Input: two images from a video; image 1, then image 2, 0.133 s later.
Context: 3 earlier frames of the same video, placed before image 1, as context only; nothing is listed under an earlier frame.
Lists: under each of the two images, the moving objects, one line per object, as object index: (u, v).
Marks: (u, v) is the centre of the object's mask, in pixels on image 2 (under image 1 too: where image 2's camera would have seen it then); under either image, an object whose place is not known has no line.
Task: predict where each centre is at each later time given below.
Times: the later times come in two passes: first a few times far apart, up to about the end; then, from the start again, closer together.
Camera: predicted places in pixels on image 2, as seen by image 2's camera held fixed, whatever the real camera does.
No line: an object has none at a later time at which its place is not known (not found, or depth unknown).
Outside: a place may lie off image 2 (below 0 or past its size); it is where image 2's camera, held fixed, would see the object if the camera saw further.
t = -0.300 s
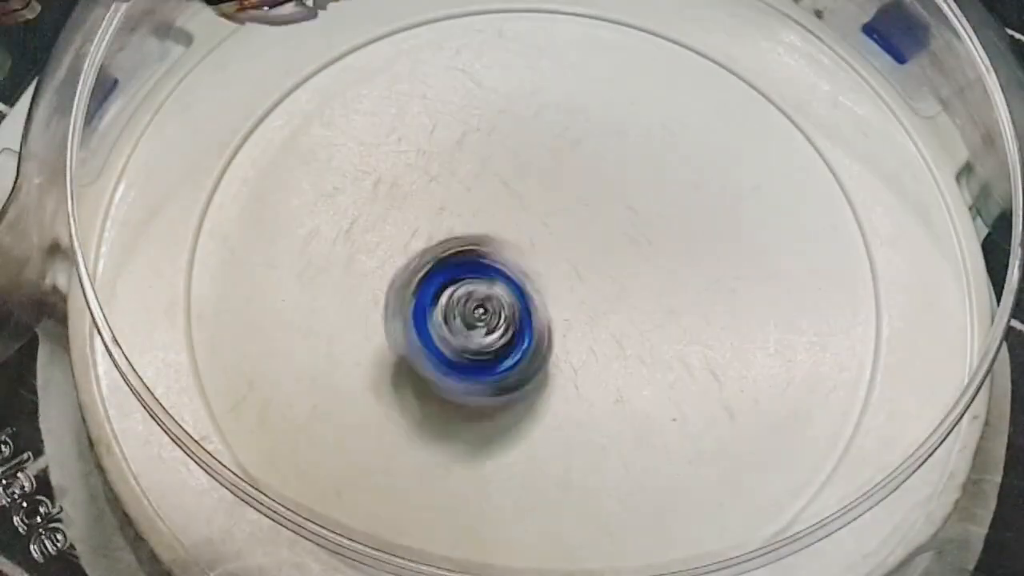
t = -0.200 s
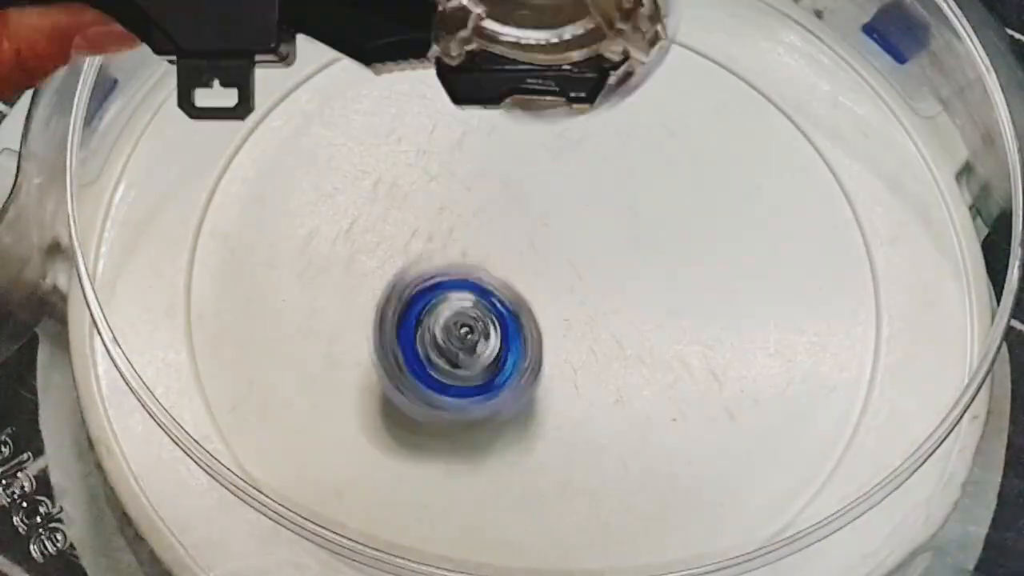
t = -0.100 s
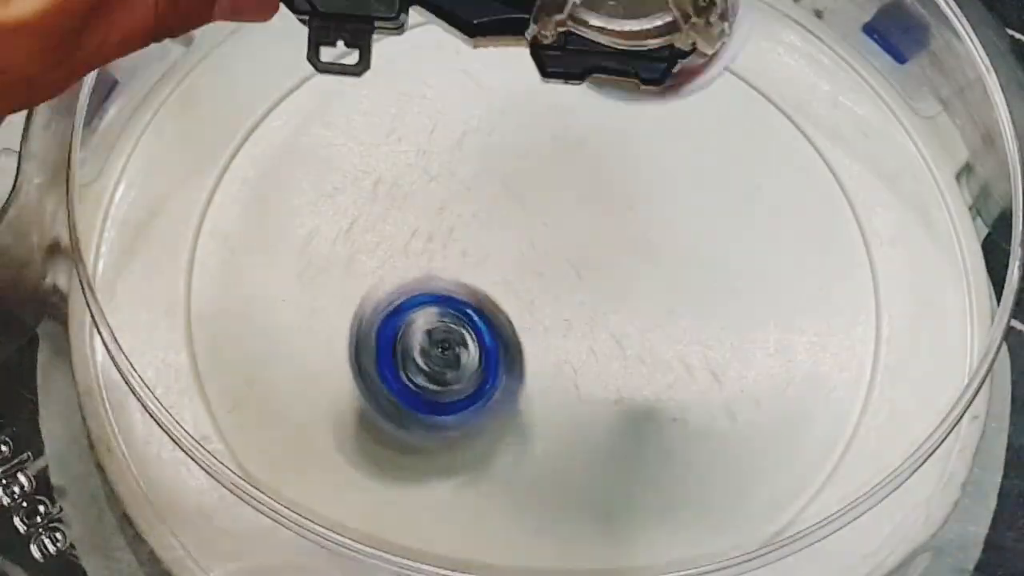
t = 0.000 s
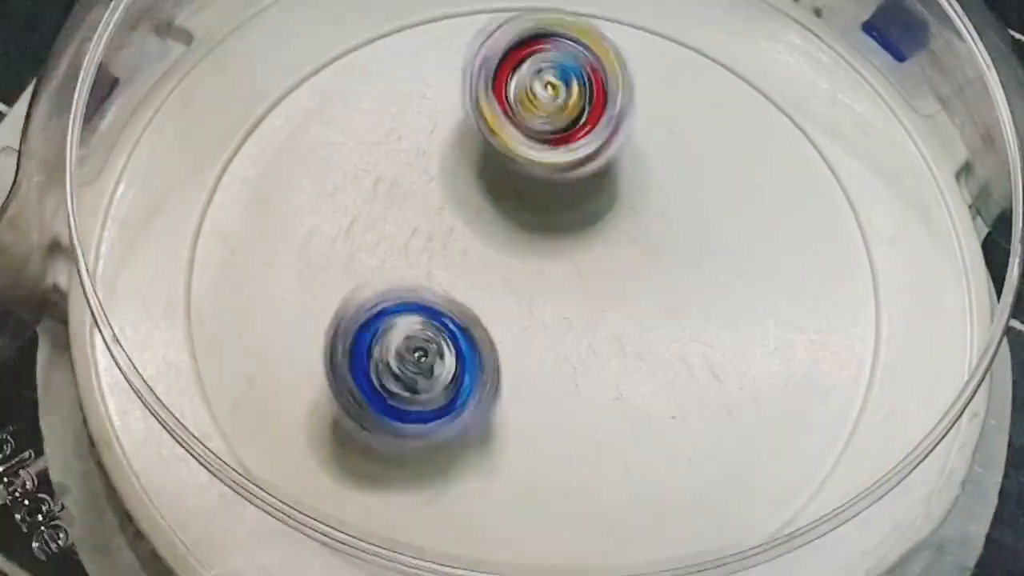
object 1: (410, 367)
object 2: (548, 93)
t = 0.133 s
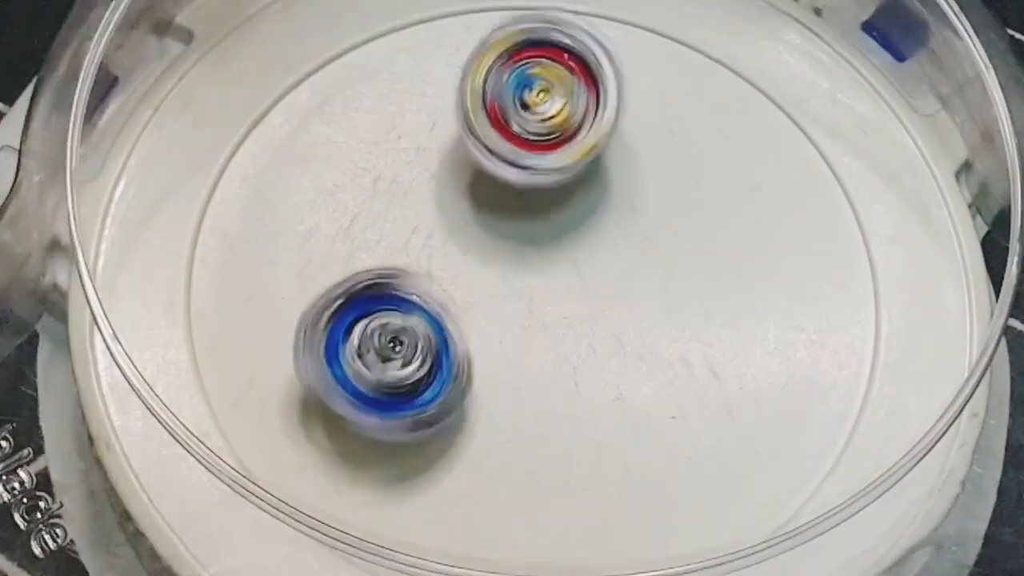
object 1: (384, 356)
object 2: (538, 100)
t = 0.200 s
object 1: (379, 347)
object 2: (541, 146)
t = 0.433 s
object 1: (345, 327)
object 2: (600, 342)
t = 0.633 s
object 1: (287, 346)
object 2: (663, 389)
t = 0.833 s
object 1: (273, 275)
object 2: (631, 307)
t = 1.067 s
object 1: (404, 260)
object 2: (731, 182)
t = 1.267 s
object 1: (436, 409)
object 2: (786, 161)
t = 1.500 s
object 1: (354, 461)
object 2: (562, 243)
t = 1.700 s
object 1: (222, 287)
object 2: (430, 328)
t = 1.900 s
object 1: (274, 159)
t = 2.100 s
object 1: (285, 156)
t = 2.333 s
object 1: (298, 150)
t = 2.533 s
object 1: (307, 143)
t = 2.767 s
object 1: (313, 141)
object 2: (494, 369)
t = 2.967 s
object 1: (322, 137)
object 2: (500, 372)
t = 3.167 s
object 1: (336, 135)
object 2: (502, 368)
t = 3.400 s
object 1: (350, 129)
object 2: (508, 370)
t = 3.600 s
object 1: (358, 123)
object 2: (514, 372)
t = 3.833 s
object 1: (369, 124)
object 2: (521, 370)
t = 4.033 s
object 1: (381, 124)
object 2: (522, 371)
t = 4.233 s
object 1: (395, 121)
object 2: (528, 372)
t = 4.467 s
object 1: (407, 116)
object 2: (537, 370)
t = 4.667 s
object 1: (415, 114)
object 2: (537, 370)
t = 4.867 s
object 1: (427, 115)
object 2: (542, 372)
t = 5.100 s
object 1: (442, 117)
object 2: (552, 371)
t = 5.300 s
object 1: (458, 115)
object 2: (553, 368)
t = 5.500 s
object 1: (469, 113)
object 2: (558, 370)
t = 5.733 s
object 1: (477, 113)
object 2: (566, 370)
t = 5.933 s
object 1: (492, 116)
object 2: (569, 364)
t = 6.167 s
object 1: (509, 117)
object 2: (575, 366)
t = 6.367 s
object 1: (522, 116)
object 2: (581, 368)
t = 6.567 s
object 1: (533, 116)
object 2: (586, 363)
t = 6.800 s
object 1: (542, 117)
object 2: (592, 364)
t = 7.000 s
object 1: (557, 120)
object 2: (596, 364)
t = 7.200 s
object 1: (570, 124)
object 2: (603, 357)
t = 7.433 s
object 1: (587, 124)
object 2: (605, 361)
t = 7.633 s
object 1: (596, 125)
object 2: (613, 360)
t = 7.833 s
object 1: (605, 127)
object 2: (621, 354)
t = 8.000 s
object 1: (616, 130)
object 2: (623, 355)
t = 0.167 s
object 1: (383, 350)
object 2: (538, 130)
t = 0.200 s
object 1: (379, 347)
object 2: (541, 146)
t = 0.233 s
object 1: (379, 345)
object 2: (543, 182)
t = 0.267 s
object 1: (372, 337)
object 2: (546, 209)
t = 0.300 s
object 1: (371, 331)
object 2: (551, 236)
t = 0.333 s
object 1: (374, 324)
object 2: (556, 268)
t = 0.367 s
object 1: (370, 327)
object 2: (567, 296)
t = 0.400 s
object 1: (358, 329)
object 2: (581, 322)
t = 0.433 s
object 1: (345, 327)
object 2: (600, 342)
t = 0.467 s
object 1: (339, 331)
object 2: (617, 357)
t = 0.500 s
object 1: (331, 339)
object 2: (631, 380)
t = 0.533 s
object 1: (315, 341)
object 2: (642, 386)
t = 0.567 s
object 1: (309, 345)
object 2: (649, 392)
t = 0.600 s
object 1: (302, 349)
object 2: (657, 393)
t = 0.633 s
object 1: (287, 346)
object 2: (663, 389)
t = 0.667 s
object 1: (282, 345)
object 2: (664, 382)
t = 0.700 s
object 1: (271, 340)
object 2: (662, 374)
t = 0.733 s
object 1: (262, 325)
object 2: (657, 363)
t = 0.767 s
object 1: (256, 317)
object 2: (649, 346)
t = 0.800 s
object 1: (256, 291)
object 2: (641, 328)
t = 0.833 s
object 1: (273, 275)
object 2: (631, 307)
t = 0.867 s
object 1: (297, 253)
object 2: (620, 284)
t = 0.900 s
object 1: (335, 250)
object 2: (610, 263)
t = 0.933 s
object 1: (378, 243)
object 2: (600, 244)
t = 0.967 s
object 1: (420, 251)
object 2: (596, 226)
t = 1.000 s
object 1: (406, 243)
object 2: (646, 209)
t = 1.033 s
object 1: (405, 253)
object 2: (689, 192)
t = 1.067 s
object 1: (404, 260)
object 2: (731, 182)
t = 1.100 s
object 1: (415, 277)
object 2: (771, 170)
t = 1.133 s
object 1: (419, 300)
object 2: (807, 160)
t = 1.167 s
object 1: (431, 327)
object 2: (835, 149)
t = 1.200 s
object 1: (434, 357)
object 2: (826, 146)
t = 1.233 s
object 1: (442, 384)
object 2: (808, 155)
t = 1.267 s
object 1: (436, 409)
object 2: (786, 161)
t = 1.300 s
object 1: (436, 438)
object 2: (763, 169)
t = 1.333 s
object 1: (426, 456)
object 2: (732, 173)
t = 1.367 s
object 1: (420, 470)
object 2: (697, 188)
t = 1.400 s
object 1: (407, 473)
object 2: (665, 199)
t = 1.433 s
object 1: (387, 474)
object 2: (634, 208)
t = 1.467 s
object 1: (373, 471)
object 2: (597, 227)
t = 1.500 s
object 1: (354, 461)
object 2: (562, 243)
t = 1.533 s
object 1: (330, 449)
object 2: (529, 254)
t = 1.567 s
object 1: (308, 431)
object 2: (496, 275)
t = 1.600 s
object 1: (286, 408)
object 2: (468, 293)
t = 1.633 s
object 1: (267, 370)
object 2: (439, 307)
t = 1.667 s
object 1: (248, 324)
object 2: (425, 322)
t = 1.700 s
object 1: (222, 287)
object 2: (430, 328)
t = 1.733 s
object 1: (215, 249)
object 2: (435, 346)
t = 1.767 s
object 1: (228, 213)
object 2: (452, 353)
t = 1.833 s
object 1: (278, 159)
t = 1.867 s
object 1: (274, 156)
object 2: (477, 360)
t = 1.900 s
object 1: (274, 159)
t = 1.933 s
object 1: (277, 161)
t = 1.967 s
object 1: (280, 160)
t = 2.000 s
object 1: (283, 157)
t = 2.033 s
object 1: (283, 154)
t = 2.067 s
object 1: (282, 154)
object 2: (482, 364)
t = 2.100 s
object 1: (285, 156)
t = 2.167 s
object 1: (290, 151)
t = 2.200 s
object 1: (290, 148)
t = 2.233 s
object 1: (288, 150)
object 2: (483, 362)
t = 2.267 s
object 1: (290, 152)
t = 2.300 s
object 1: (295, 152)
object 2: (488, 360)
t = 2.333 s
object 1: (298, 150)
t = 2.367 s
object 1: (298, 147)
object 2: (488, 366)
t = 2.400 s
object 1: (297, 146)
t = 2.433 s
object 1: (298, 148)
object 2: (487, 366)
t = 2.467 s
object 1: (303, 149)
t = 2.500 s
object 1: (306, 146)
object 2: (489, 366)
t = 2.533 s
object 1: (307, 143)
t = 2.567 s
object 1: (303, 141)
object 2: (490, 364)
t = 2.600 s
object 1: (304, 143)
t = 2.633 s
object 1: (308, 145)
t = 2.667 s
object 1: (311, 144)
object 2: (494, 369)
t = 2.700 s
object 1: (314, 142)
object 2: (493, 371)
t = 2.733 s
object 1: (313, 138)
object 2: (493, 370)
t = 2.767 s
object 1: (313, 141)
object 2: (494, 369)
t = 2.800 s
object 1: (317, 142)
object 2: (494, 370)
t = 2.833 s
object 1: (321, 140)
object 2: (493, 370)
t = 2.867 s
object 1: (323, 137)
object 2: (496, 369)
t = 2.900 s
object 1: (323, 134)
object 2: (498, 369)
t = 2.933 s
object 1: (320, 136)
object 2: (500, 371)
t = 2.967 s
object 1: (322, 137)
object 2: (500, 372)
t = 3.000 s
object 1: (327, 138)
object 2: (499, 372)
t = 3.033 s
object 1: (330, 135)
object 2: (499, 372)
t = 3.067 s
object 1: (331, 133)
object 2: (501, 369)
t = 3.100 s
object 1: (330, 133)
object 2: (501, 370)
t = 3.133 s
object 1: (332, 135)
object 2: (501, 370)
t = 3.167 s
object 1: (336, 135)
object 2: (502, 368)
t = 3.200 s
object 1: (340, 133)
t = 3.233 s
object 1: (341, 129)
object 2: (508, 369)
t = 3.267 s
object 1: (338, 128)
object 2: (508, 371)
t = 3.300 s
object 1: (338, 131)
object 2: (507, 371)
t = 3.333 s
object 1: (342, 132)
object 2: (507, 371)
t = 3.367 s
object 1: (348, 132)
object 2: (508, 369)
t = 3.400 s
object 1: (350, 129)
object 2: (508, 370)
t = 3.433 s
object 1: (349, 127)
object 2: (508, 369)
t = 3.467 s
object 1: (349, 129)
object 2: (509, 367)
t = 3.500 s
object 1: (353, 130)
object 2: (512, 367)
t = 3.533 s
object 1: (358, 129)
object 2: (514, 369)
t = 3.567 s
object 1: (359, 126)
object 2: (515, 371)
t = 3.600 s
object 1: (358, 123)
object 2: (514, 372)
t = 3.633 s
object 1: (357, 125)
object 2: (514, 371)
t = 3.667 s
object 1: (359, 127)
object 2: (514, 370)
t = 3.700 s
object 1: (364, 128)
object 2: (515, 370)
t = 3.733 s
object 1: (367, 125)
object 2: (515, 370)
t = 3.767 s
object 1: (368, 122)
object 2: (515, 370)
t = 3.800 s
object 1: (367, 123)
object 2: (518, 367)
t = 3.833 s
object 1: (369, 124)
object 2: (521, 370)
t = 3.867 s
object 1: (374, 126)
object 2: (521, 372)
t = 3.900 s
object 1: (377, 123)
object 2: (521, 373)
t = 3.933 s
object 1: (379, 120)
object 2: (520, 373)
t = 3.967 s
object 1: (375, 119)
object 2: (521, 371)
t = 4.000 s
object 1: (376, 122)
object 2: (522, 371)
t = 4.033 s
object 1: (381, 124)
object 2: (522, 371)
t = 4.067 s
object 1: (385, 123)
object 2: (523, 370)
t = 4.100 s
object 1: (388, 120)
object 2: (524, 369)
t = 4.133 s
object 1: (386, 118)
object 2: (528, 369)
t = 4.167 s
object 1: (386, 120)
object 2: (529, 372)
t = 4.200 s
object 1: (391, 122)
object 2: (528, 372)
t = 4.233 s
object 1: (395, 121)
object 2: (528, 372)
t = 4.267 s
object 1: (397, 118)
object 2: (528, 371)
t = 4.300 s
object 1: (396, 115)
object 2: (530, 370)
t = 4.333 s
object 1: (395, 117)
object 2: (530, 371)
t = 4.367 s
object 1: (397, 120)
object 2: (529, 370)
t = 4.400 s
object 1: (402, 121)
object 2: (531, 368)
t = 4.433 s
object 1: (406, 118)
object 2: (534, 367)
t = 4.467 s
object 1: (407, 116)
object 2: (537, 370)
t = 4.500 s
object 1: (406, 116)
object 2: (536, 372)
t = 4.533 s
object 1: (408, 118)
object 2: (535, 372)
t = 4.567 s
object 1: (413, 119)
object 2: (536, 371)
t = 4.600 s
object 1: (417, 117)
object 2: (536, 371)
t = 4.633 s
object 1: (418, 114)
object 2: (537, 370)
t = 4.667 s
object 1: (415, 114)
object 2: (537, 370)
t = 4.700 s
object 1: (416, 116)
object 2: (538, 369)
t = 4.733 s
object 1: (419, 118)
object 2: (541, 368)
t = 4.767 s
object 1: (424, 118)
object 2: (544, 370)
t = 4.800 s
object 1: (427, 115)
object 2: (543, 372)
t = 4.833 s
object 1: (426, 113)
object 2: (543, 372)
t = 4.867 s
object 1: (427, 115)
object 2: (542, 372)
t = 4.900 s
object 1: (430, 117)
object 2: (543, 370)
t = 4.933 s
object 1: (435, 117)
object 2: (544, 370)
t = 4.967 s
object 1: (437, 114)
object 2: (544, 369)
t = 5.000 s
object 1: (437, 112)
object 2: (545, 369)
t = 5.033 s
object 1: (435, 114)
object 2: (547, 367)
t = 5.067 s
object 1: (438, 115)
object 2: (551, 369)
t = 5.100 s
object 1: (442, 117)
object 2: (552, 371)
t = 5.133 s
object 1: (446, 115)
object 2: (551, 371)
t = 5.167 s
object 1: (448, 112)
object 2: (550, 371)
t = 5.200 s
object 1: (447, 113)
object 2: (551, 369)
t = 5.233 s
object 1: (449, 116)
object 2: (552, 369)
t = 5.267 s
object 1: (454, 116)
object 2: (553, 369)
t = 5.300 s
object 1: (458, 115)
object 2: (553, 368)
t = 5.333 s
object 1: (459, 111)
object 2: (556, 367)
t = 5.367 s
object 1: (457, 112)
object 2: (558, 368)
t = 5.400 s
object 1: (457, 114)
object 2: (559, 370)
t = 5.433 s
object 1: (460, 115)
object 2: (558, 370)
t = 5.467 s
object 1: (466, 116)
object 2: (557, 371)
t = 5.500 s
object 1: (469, 113)
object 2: (558, 370)
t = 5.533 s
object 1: (468, 113)
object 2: (559, 369)
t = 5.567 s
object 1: (469, 115)
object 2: (560, 369)
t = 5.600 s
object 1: (472, 116)
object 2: (560, 368)
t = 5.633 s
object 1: (477, 116)
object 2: (562, 367)
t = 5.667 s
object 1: (479, 113)
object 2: (565, 367)
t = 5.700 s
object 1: (479, 111)
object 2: (565, 369)
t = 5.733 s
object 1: (477, 113)
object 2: (566, 370)
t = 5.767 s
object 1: (480, 114)
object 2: (565, 370)
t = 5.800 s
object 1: (484, 116)
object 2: (566, 367)
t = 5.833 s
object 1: (488, 115)
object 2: (567, 367)
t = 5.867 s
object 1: (490, 113)
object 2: (568, 367)
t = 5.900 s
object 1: (489, 113)
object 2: (567, 367)
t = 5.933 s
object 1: (492, 116)
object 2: (569, 364)
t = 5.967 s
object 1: (496, 116)
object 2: (572, 363)
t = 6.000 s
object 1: (500, 116)
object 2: (574, 366)
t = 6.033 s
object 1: (501, 113)
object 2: (575, 368)
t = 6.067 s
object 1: (499, 111)
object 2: (574, 368)
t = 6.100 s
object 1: (500, 113)
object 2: (573, 367)
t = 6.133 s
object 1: (503, 116)
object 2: (574, 365)
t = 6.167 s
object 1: (509, 117)
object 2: (575, 366)
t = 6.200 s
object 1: (511, 115)
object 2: (575, 366)
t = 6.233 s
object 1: (511, 113)
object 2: (577, 364)
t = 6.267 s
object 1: (511, 115)
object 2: (579, 363)
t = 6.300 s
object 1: (515, 117)
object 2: (582, 364)
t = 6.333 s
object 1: (519, 118)
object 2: (583, 367)
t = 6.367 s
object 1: (522, 116)
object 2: (581, 368)
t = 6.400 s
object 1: (522, 113)
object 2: (581, 367)
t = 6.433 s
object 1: (520, 115)
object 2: (582, 365)
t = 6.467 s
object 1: (522, 117)
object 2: (582, 365)
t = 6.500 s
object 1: (527, 119)
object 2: (583, 366)
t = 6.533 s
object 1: (531, 118)
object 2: (583, 366)
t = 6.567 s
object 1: (533, 116)
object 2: (586, 363)
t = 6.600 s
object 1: (531, 116)
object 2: (589, 363)
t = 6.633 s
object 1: (533, 117)
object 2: (590, 366)
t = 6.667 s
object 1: (537, 119)
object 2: (589, 367)
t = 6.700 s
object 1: (543, 119)
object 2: (588, 366)
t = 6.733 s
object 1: (544, 115)
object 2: (589, 364)
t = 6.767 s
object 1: (542, 115)
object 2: (591, 363)
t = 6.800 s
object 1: (542, 117)
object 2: (592, 364)
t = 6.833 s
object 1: (545, 119)
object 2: (592, 363)
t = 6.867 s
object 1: (550, 121)
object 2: (593, 361)
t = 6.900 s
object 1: (554, 119)
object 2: (597, 360)
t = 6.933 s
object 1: (554, 117)
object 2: (598, 362)
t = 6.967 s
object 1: (553, 119)
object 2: (597, 364)
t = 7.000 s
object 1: (557, 120)
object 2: (596, 364)
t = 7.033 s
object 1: (562, 122)
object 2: (597, 362)
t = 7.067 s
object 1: (565, 121)
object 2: (599, 361)
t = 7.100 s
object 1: (565, 118)
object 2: (601, 362)
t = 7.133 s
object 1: (563, 120)
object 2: (598, 361)
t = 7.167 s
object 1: (565, 122)
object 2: (599, 361)
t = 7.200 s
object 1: (570, 124)
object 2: (603, 357)
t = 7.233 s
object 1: (574, 125)
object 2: (606, 361)
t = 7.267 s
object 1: (575, 123)
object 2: (605, 363)
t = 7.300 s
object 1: (574, 122)
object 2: (605, 363)
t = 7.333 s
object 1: (576, 125)
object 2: (605, 361)
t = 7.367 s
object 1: (580, 126)
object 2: (606, 360)
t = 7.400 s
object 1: (585, 127)
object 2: (606, 362)
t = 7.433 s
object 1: (587, 124)
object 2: (605, 361)
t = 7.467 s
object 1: (585, 122)
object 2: (607, 359)
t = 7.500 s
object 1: (584, 125)
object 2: (609, 358)
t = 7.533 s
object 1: (588, 127)
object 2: (614, 358)
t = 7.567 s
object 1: (593, 129)
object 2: (615, 361)
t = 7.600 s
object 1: (595, 127)
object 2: (613, 361)
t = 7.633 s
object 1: (596, 125)
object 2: (613, 360)
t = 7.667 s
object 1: (596, 127)
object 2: (613, 358)
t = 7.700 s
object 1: (599, 129)
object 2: (615, 358)
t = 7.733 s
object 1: (604, 131)
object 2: (615, 358)
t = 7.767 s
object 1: (608, 129)
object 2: (615, 356)
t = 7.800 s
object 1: (608, 126)
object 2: (618, 354)
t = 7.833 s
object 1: (605, 127)
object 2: (621, 354)
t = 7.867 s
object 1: (607, 130)
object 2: (622, 357)
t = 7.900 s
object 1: (611, 133)
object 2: (622, 358)
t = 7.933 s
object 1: (616, 133)
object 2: (619, 357)
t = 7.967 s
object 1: (618, 130)
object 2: (621, 356)
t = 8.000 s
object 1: (616, 130)
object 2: (623, 355)
